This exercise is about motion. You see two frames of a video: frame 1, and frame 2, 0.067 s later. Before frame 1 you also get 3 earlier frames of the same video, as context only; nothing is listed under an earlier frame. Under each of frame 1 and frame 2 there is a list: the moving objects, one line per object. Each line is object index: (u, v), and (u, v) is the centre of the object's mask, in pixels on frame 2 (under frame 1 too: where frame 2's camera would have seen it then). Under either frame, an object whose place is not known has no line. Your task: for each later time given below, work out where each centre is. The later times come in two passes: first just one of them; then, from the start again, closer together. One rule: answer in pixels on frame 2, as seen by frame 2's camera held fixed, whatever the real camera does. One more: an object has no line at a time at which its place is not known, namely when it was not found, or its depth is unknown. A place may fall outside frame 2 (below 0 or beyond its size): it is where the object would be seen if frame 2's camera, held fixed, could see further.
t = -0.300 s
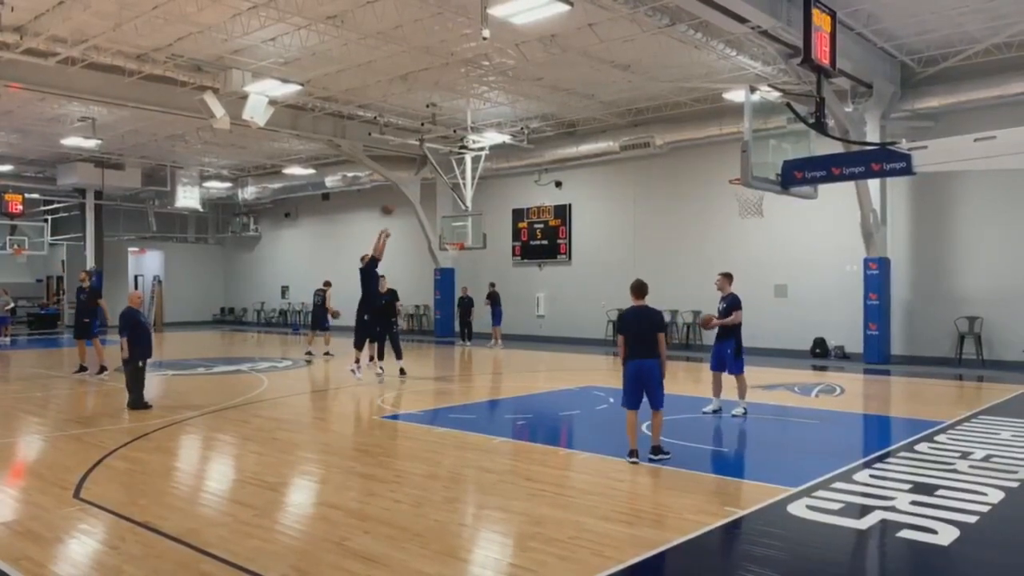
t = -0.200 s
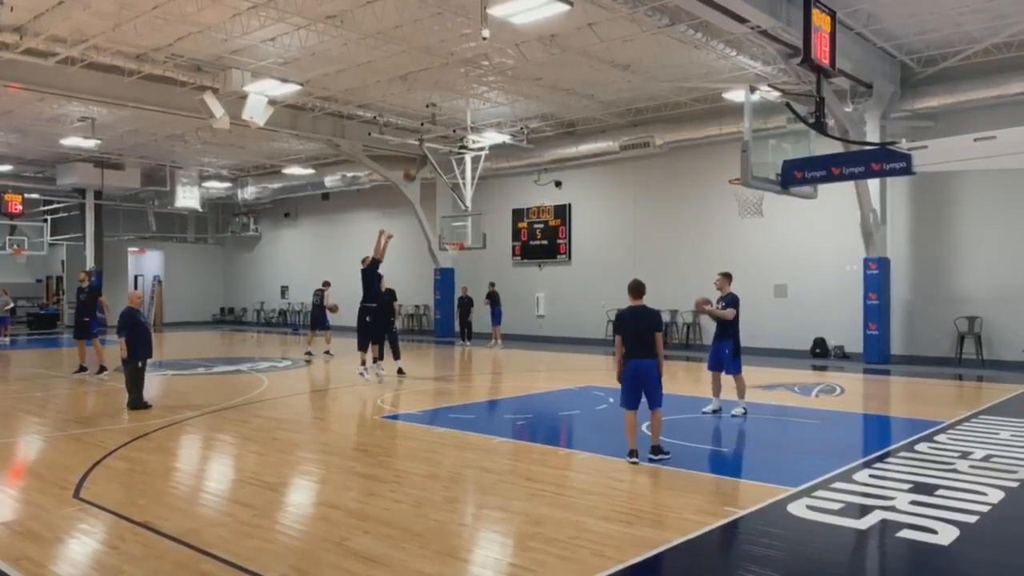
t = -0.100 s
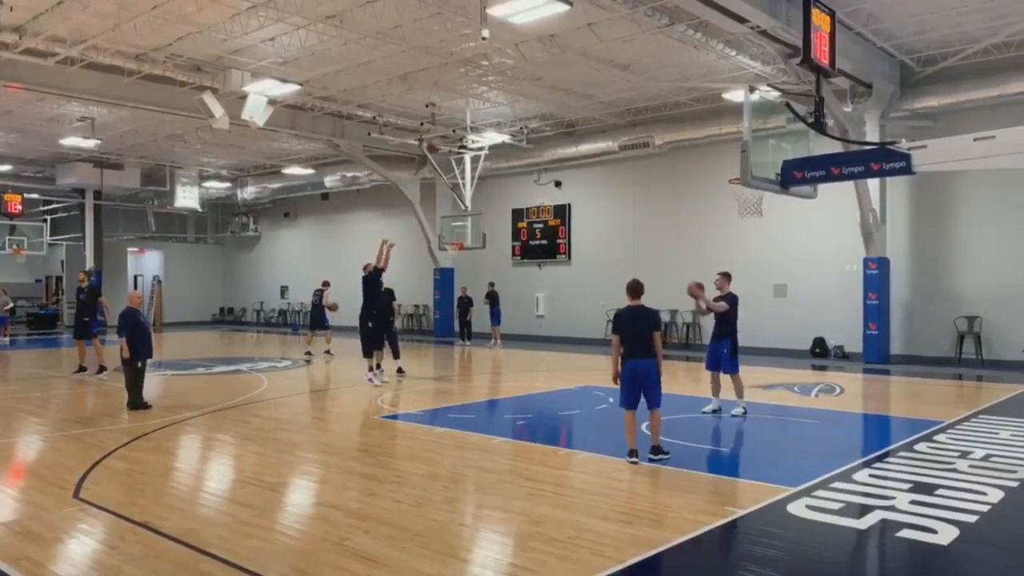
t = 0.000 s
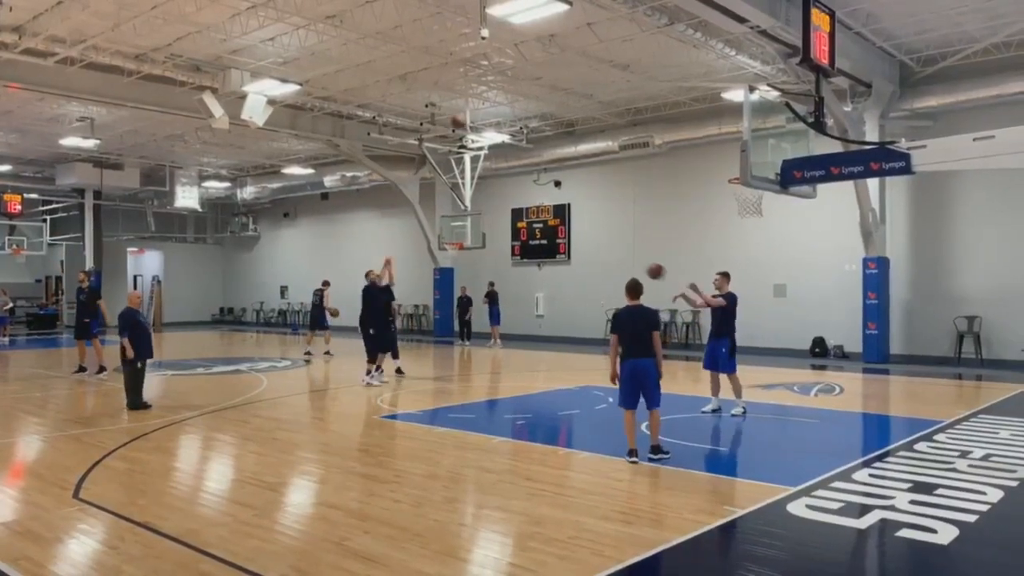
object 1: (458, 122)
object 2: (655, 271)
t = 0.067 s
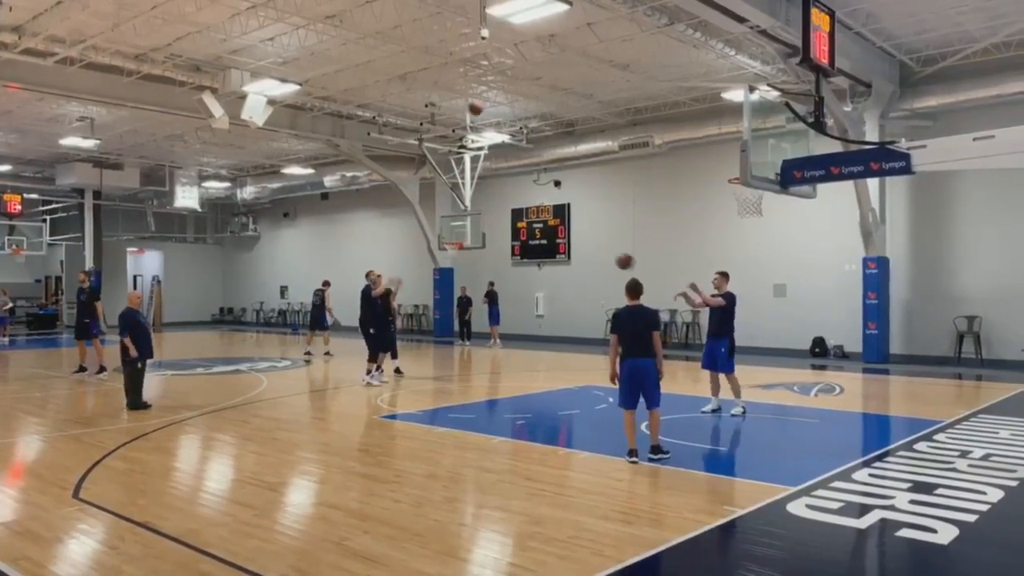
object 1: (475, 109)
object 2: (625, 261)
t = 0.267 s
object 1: (531, 82)
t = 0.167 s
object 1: (503, 92)
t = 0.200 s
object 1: (512, 88)
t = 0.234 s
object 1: (522, 84)
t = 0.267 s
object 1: (531, 82)
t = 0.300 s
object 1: (541, 79)
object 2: (519, 251)
